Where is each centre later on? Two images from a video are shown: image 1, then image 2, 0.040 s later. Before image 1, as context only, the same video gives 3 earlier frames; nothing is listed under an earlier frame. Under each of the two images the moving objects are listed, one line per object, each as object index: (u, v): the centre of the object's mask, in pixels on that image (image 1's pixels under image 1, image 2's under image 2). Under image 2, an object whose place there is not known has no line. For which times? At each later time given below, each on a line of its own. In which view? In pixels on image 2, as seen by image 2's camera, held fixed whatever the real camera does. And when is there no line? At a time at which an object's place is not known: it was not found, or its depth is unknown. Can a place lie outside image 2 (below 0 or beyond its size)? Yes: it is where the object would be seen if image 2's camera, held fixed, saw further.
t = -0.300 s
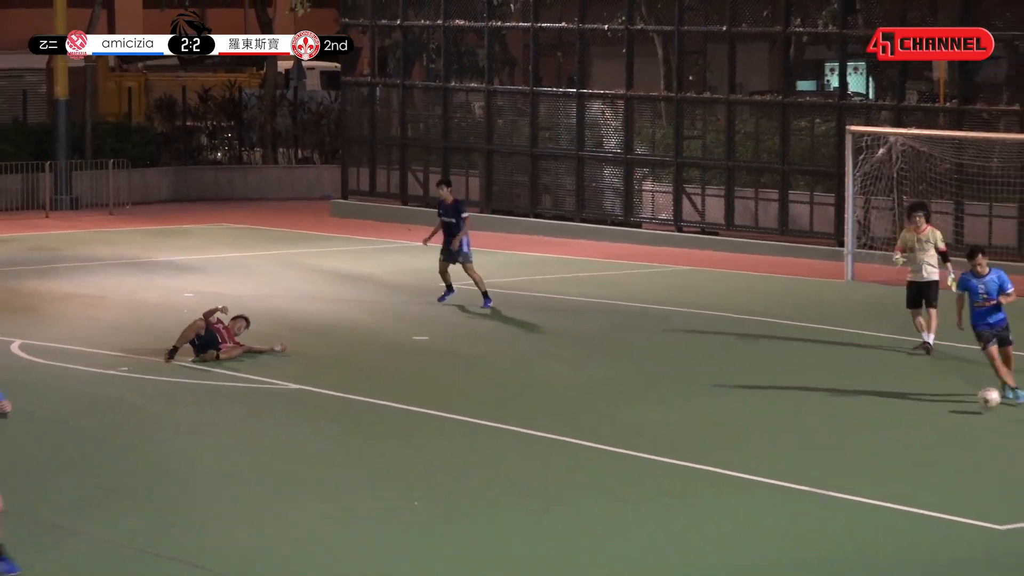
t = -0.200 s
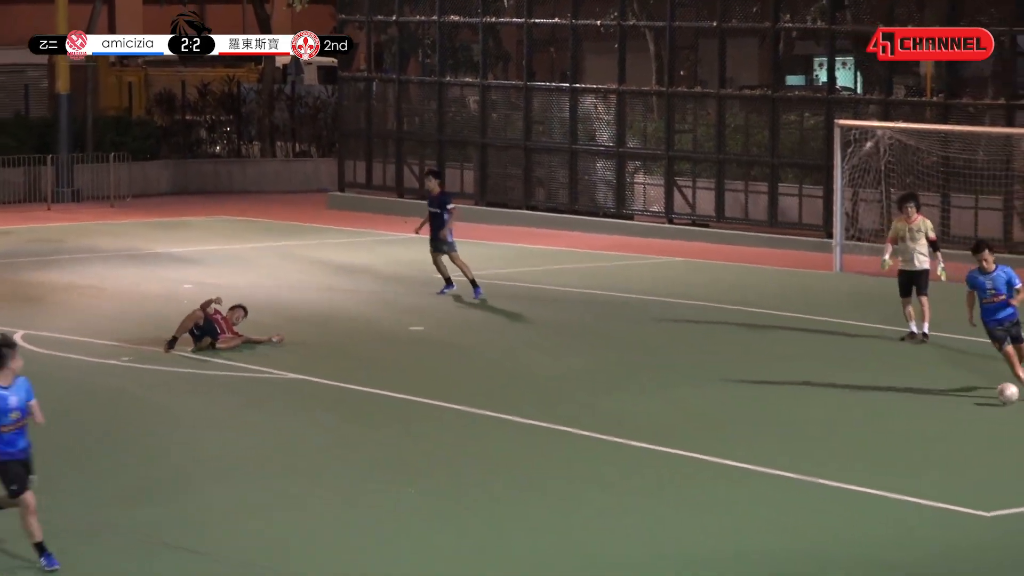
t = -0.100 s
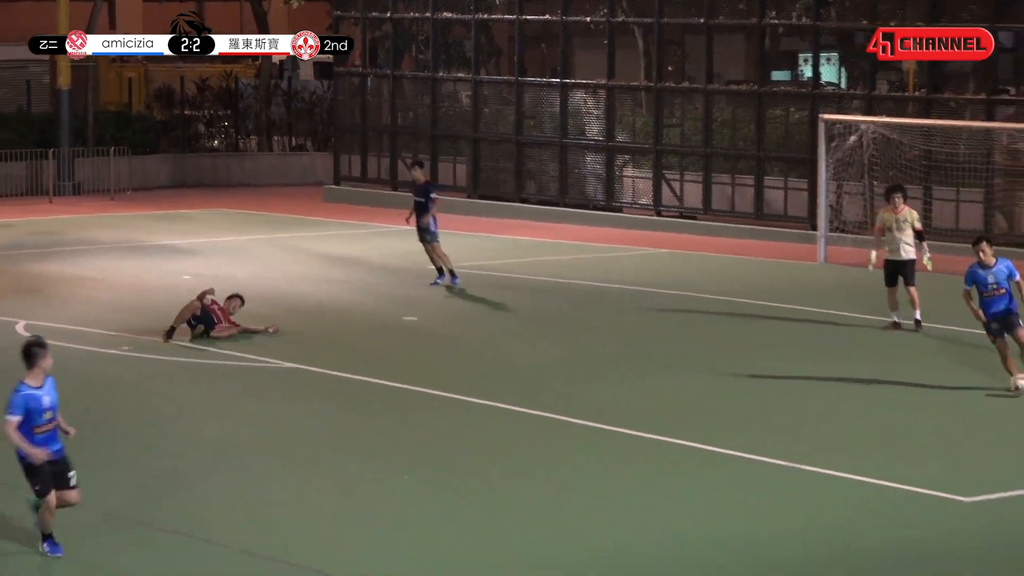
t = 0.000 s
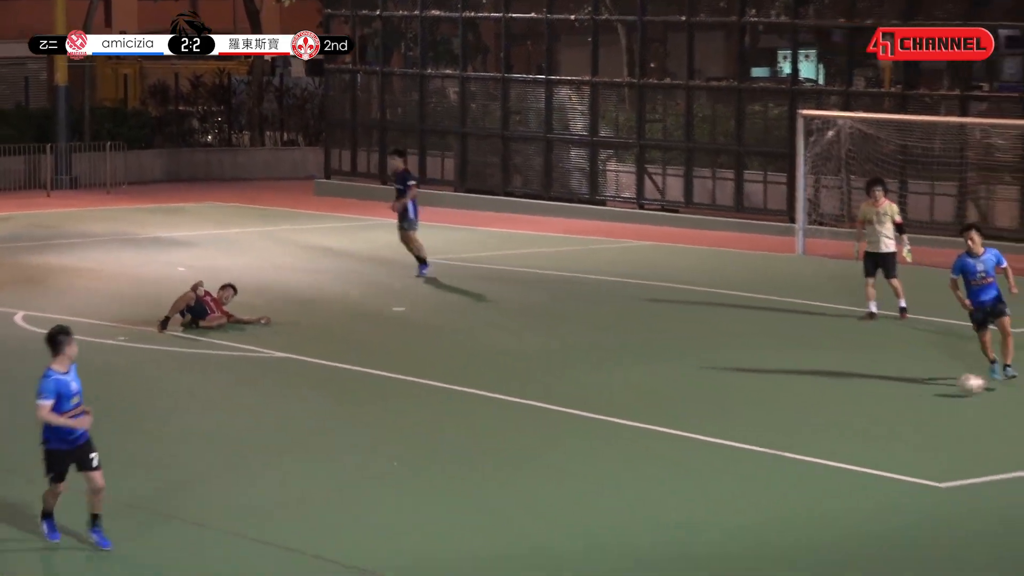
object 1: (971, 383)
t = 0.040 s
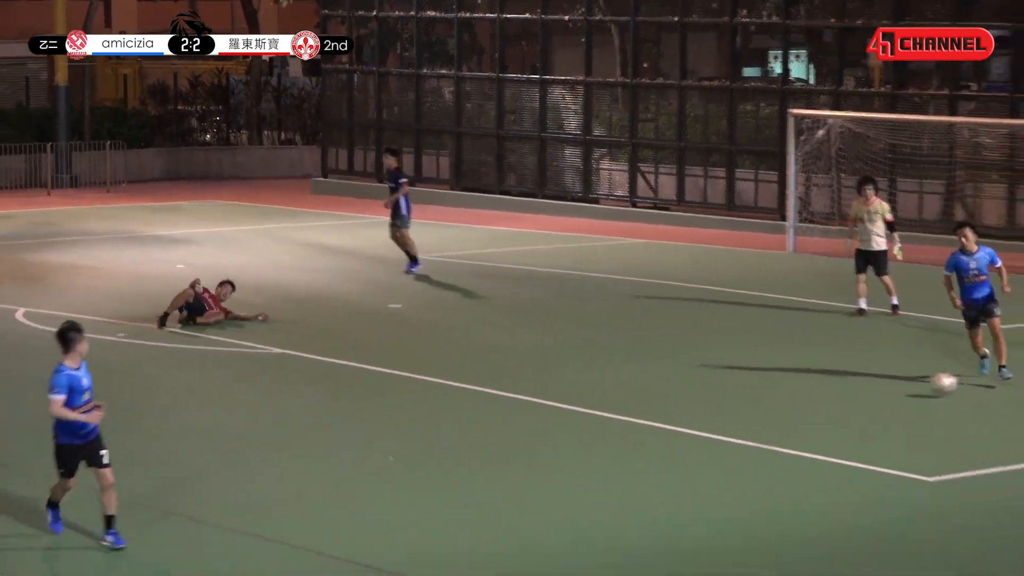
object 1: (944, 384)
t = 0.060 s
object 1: (938, 386)
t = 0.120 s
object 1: (925, 399)
